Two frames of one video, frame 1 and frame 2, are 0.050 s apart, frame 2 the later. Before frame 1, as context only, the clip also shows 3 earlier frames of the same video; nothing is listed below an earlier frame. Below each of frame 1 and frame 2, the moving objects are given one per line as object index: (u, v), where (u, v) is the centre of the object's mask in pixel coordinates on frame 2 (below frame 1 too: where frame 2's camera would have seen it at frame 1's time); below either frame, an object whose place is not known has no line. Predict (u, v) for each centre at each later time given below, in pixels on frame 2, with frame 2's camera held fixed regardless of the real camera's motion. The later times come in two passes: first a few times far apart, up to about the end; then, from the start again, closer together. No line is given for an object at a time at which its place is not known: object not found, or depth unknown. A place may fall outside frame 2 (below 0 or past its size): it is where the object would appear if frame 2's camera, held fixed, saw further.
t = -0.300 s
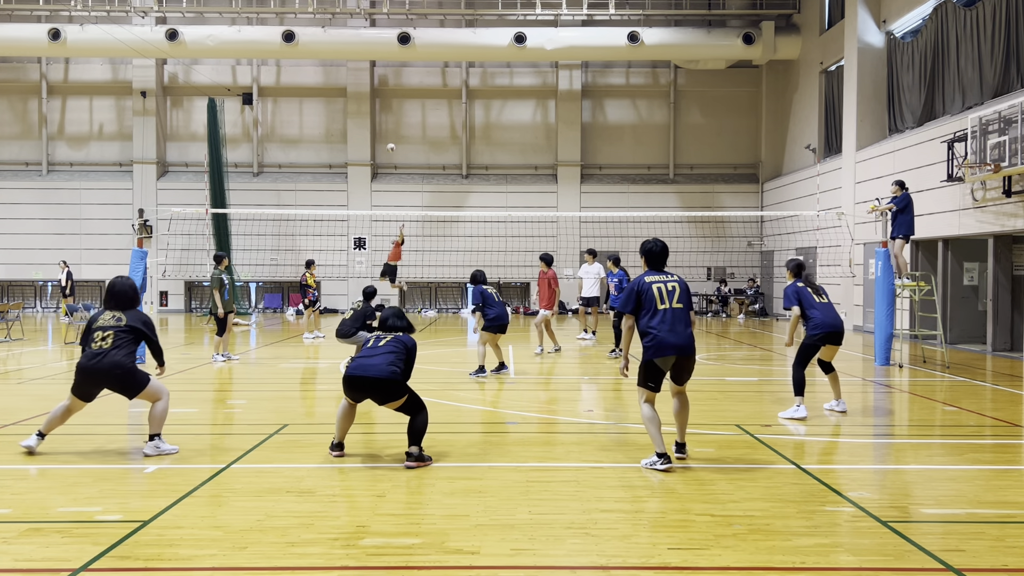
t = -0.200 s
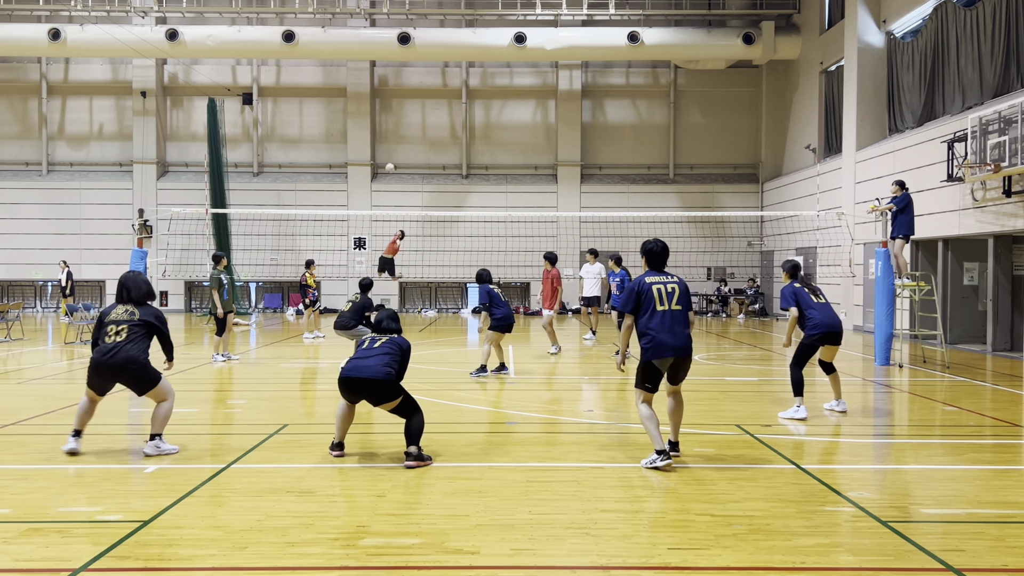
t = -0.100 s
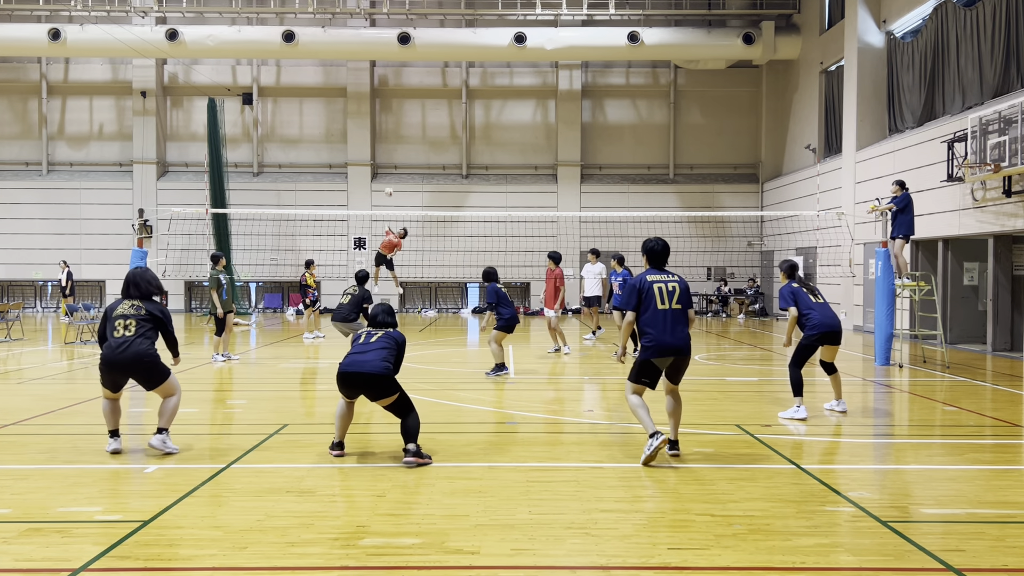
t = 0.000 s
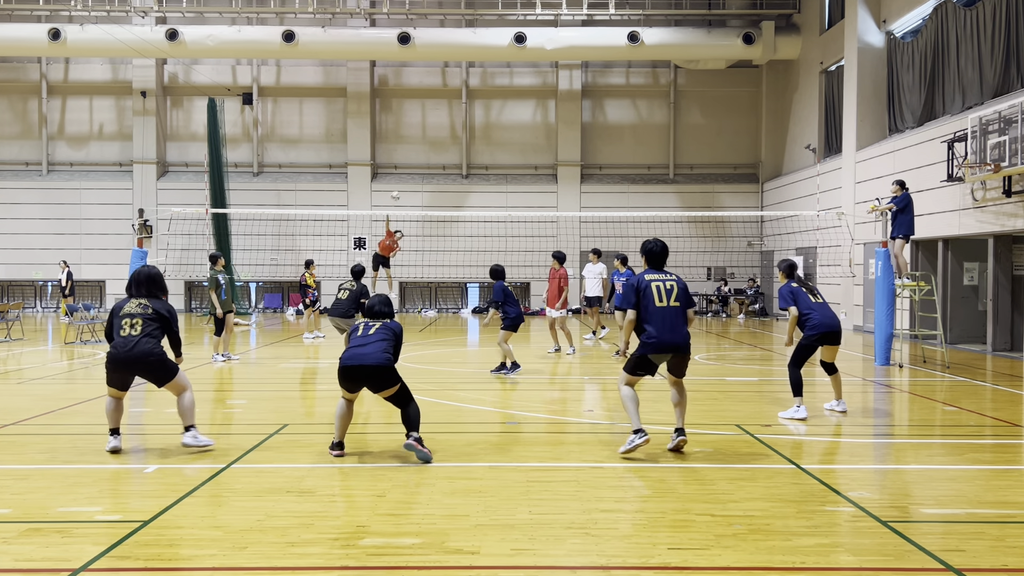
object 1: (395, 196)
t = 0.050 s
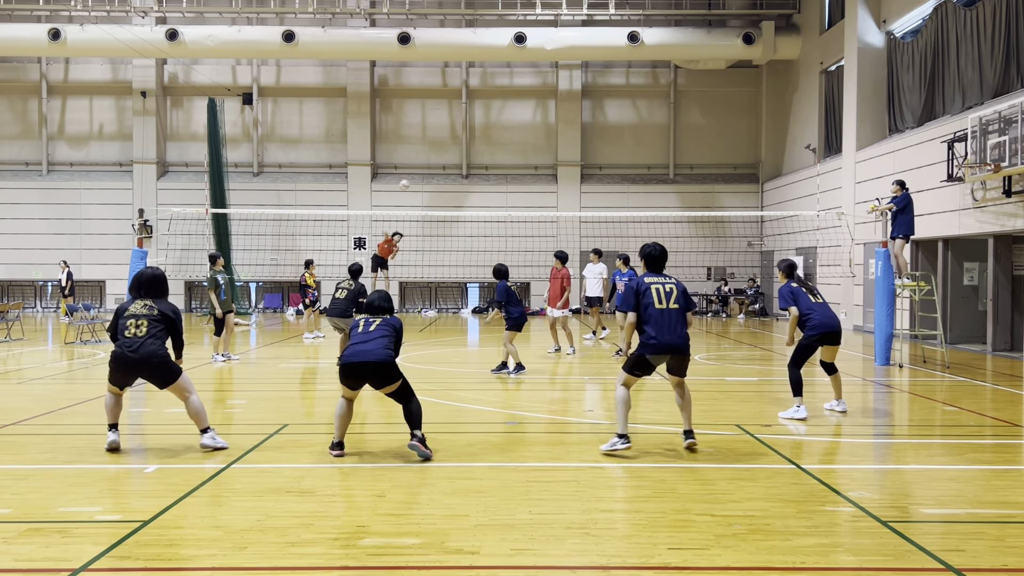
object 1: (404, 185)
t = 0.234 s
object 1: (454, 157)
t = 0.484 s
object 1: (594, 179)
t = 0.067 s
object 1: (407, 181)
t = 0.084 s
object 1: (411, 178)
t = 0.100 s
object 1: (415, 175)
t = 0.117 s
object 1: (419, 172)
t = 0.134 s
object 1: (423, 169)
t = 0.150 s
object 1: (428, 166)
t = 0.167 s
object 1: (432, 164)
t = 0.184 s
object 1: (438, 162)
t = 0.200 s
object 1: (443, 160)
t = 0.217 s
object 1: (447, 159)
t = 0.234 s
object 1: (454, 157)
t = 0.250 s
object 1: (461, 156)
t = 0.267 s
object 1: (467, 156)
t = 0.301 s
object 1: (481, 155)
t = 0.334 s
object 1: (496, 154)
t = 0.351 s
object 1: (505, 155)
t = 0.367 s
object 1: (514, 157)
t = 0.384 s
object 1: (524, 159)
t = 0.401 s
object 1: (535, 161)
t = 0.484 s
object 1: (594, 179)
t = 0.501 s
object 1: (609, 186)
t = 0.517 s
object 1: (622, 193)
